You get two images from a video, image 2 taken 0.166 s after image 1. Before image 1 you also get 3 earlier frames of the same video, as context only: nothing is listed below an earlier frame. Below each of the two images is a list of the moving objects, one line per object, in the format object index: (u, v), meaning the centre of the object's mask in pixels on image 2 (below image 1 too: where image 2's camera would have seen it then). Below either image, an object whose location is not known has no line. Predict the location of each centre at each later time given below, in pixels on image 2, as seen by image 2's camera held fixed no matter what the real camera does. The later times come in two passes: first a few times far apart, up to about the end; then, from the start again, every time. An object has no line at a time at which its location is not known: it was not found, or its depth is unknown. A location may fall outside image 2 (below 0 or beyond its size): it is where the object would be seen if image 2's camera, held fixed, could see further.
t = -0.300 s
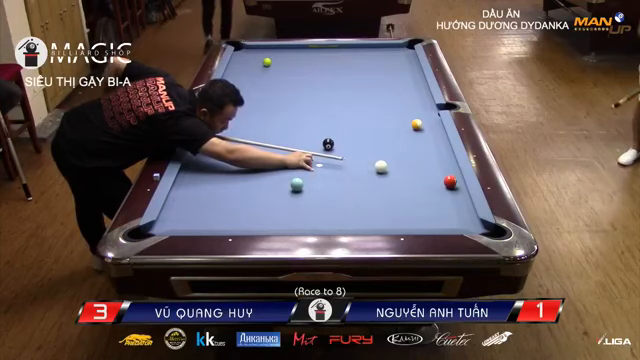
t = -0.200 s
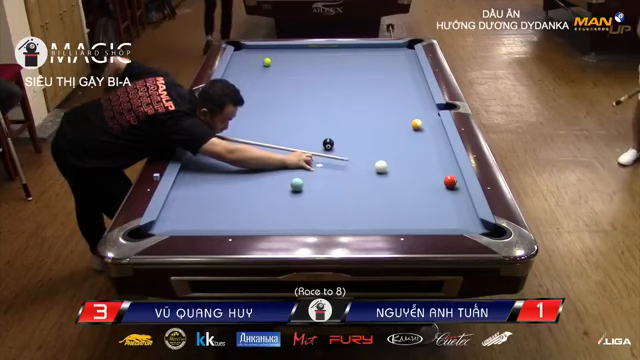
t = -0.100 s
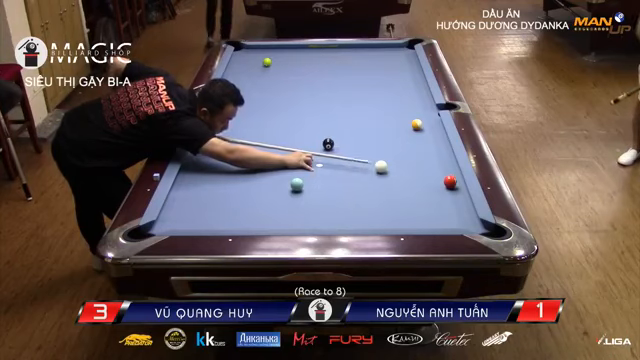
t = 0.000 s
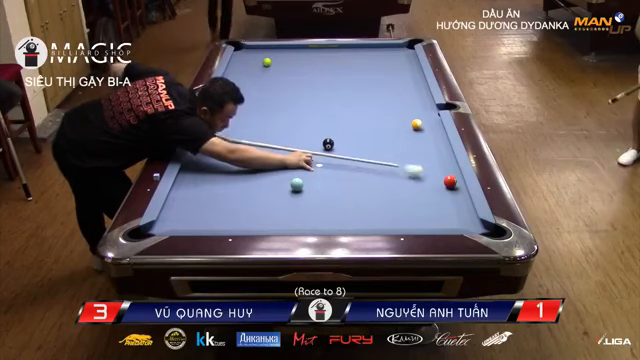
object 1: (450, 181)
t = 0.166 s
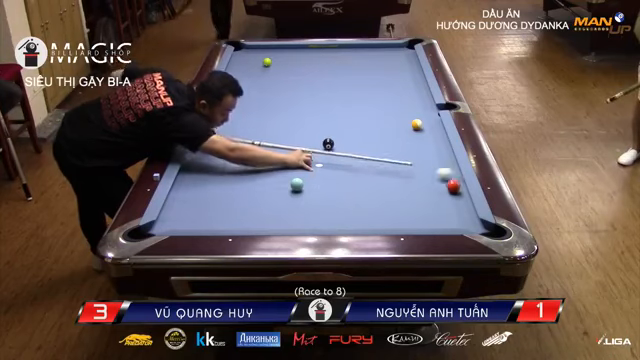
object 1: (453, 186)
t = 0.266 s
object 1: (456, 191)
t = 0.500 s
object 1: (464, 202)
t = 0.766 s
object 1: (467, 214)
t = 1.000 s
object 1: (468, 222)
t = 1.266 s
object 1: (475, 226)
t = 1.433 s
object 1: (486, 232)
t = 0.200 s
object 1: (454, 188)
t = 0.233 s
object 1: (455, 189)
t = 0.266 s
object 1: (456, 191)
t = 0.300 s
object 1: (457, 192)
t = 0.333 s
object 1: (459, 195)
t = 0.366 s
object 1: (460, 196)
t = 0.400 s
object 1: (461, 198)
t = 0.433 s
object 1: (462, 199)
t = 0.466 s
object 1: (463, 200)
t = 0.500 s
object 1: (464, 202)
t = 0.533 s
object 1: (465, 204)
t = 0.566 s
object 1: (466, 205)
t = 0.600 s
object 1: (466, 207)
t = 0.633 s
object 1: (466, 208)
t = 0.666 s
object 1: (467, 210)
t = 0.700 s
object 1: (467, 211)
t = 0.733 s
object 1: (467, 213)
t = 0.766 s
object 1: (467, 214)
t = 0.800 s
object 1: (467, 216)
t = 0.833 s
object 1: (468, 217)
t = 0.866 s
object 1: (468, 218)
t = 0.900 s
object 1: (468, 219)
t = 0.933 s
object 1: (468, 221)
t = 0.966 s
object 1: (468, 222)
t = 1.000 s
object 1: (468, 222)
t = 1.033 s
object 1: (468, 224)
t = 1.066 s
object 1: (468, 224)
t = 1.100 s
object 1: (469, 225)
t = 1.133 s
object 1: (470, 225)
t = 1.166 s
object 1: (471, 225)
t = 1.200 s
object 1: (473, 226)
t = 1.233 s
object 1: (474, 226)
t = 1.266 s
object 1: (475, 226)
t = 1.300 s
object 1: (478, 226)
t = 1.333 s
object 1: (480, 227)
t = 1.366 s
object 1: (481, 227)
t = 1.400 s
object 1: (483, 228)
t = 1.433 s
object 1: (486, 232)
